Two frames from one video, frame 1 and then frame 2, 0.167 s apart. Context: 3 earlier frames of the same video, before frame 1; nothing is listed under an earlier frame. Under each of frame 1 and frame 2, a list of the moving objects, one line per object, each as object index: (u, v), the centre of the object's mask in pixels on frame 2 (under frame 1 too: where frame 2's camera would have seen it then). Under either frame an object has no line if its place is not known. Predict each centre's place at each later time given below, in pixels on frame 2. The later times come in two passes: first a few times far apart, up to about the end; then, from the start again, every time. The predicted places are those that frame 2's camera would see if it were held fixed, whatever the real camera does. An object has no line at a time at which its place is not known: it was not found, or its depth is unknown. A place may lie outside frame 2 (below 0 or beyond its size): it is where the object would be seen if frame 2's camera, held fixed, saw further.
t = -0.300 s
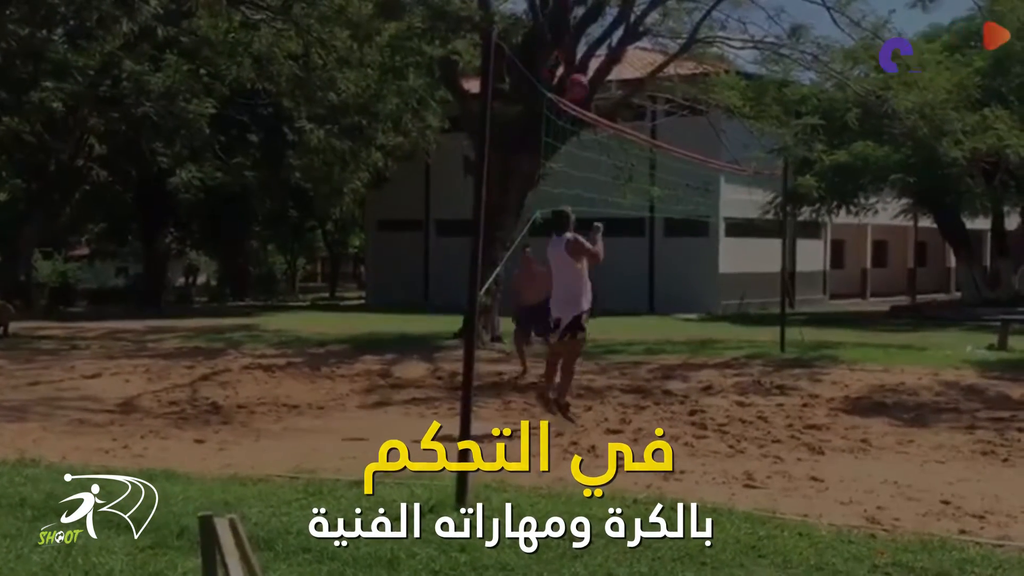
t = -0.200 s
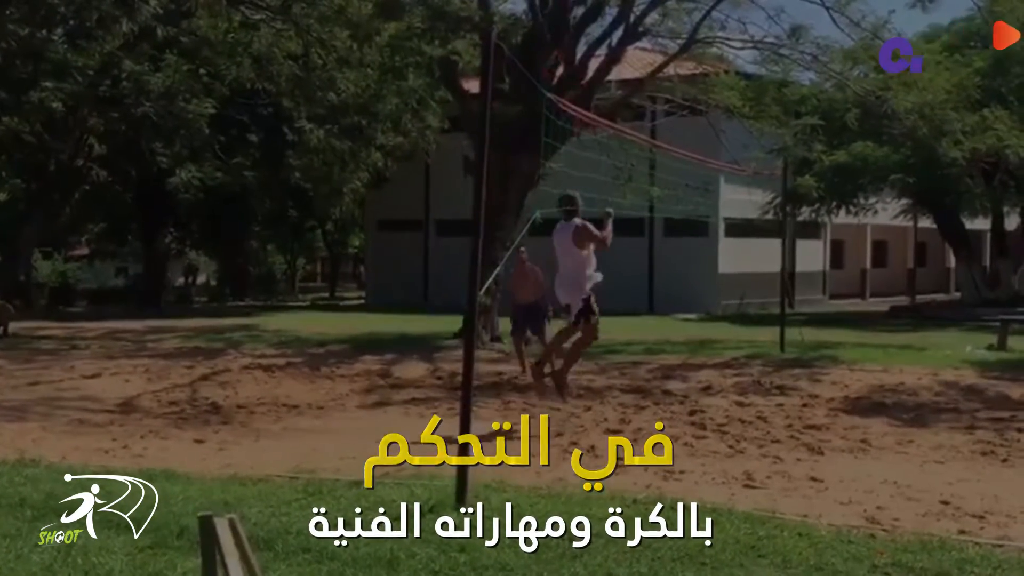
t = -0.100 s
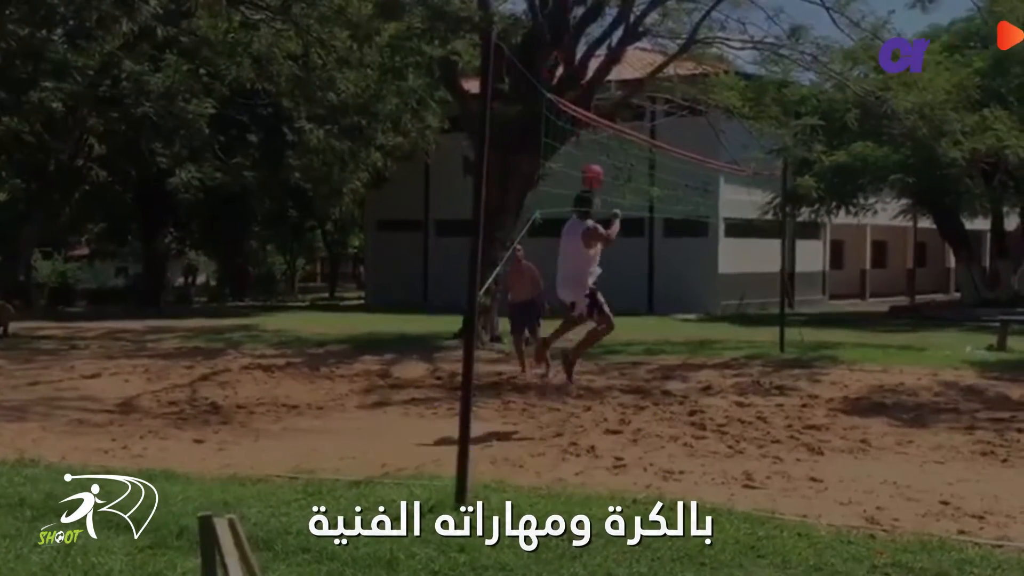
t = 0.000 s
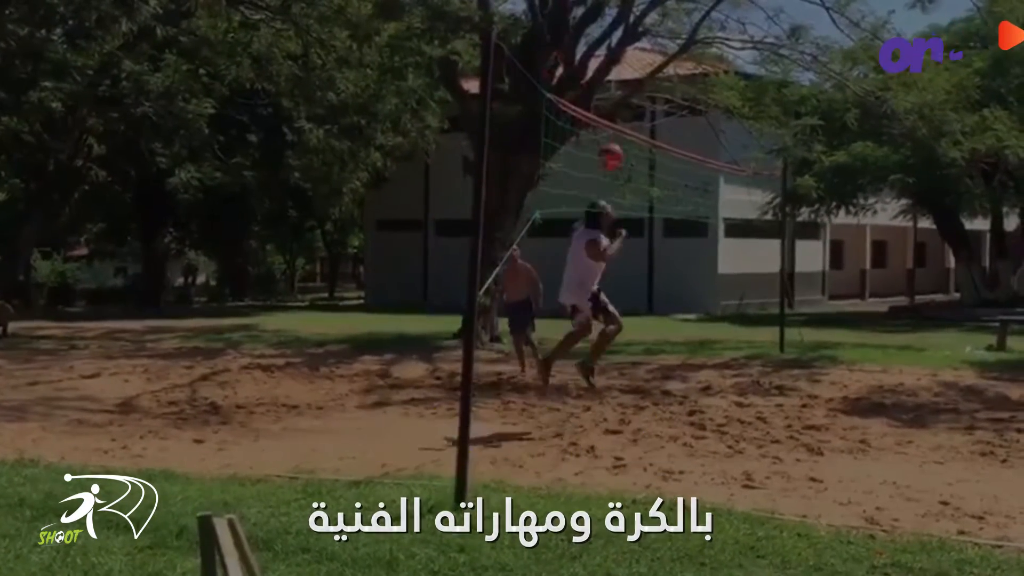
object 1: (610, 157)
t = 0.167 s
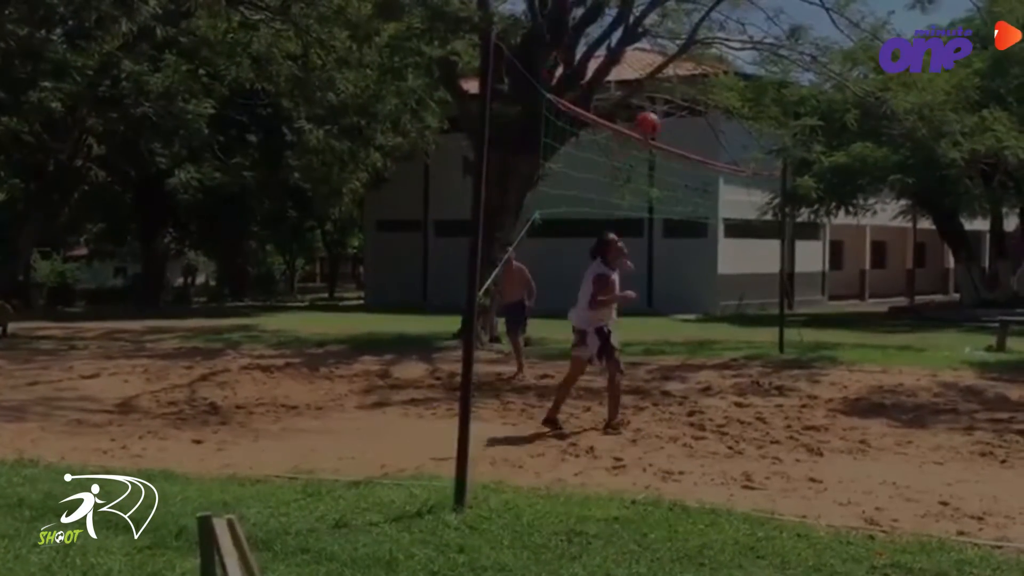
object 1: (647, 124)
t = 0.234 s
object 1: (661, 119)
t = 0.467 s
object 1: (713, 146)
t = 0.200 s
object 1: (654, 121)
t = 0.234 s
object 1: (661, 119)
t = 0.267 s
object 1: (668, 118)
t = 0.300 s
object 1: (674, 119)
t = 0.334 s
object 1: (680, 121)
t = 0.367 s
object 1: (689, 125)
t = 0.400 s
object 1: (697, 130)
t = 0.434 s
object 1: (705, 137)
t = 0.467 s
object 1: (713, 146)
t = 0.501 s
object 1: (720, 157)
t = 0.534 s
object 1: (729, 169)
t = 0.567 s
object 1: (736, 182)
